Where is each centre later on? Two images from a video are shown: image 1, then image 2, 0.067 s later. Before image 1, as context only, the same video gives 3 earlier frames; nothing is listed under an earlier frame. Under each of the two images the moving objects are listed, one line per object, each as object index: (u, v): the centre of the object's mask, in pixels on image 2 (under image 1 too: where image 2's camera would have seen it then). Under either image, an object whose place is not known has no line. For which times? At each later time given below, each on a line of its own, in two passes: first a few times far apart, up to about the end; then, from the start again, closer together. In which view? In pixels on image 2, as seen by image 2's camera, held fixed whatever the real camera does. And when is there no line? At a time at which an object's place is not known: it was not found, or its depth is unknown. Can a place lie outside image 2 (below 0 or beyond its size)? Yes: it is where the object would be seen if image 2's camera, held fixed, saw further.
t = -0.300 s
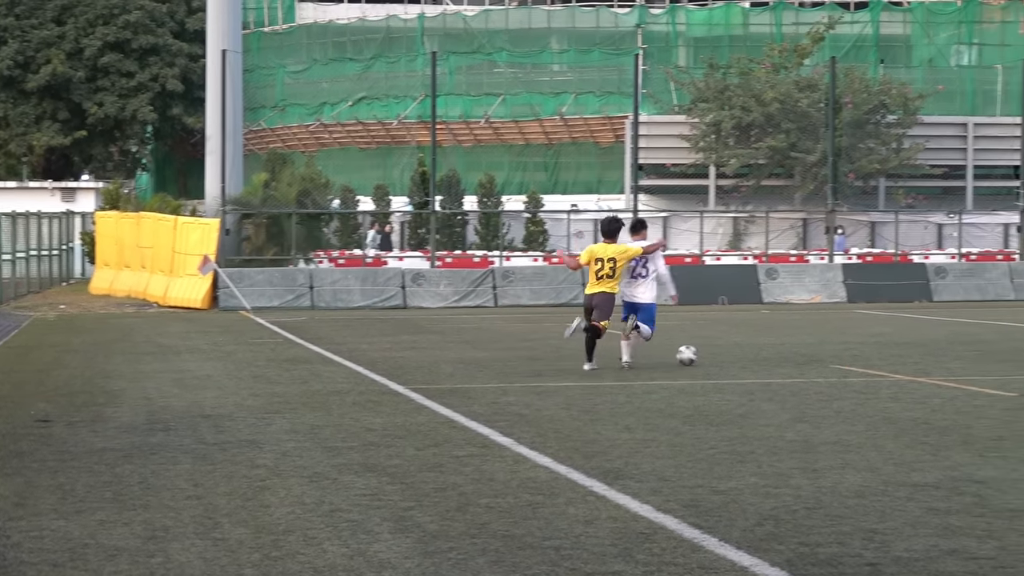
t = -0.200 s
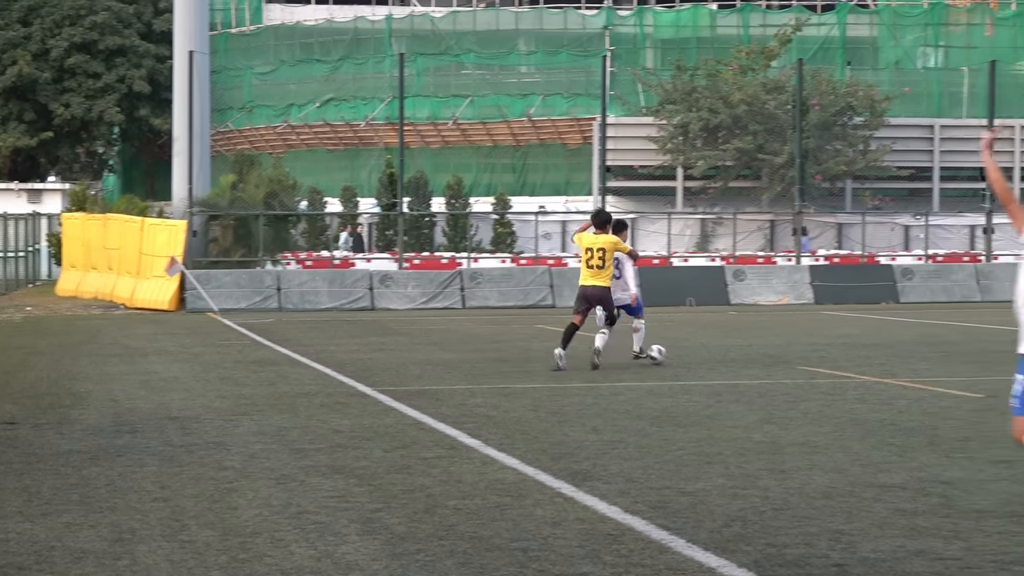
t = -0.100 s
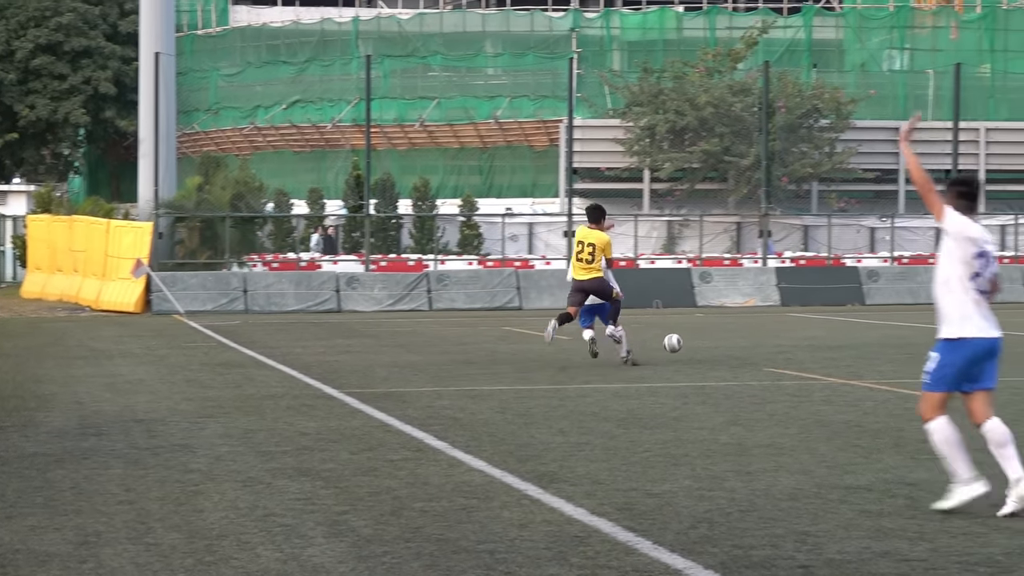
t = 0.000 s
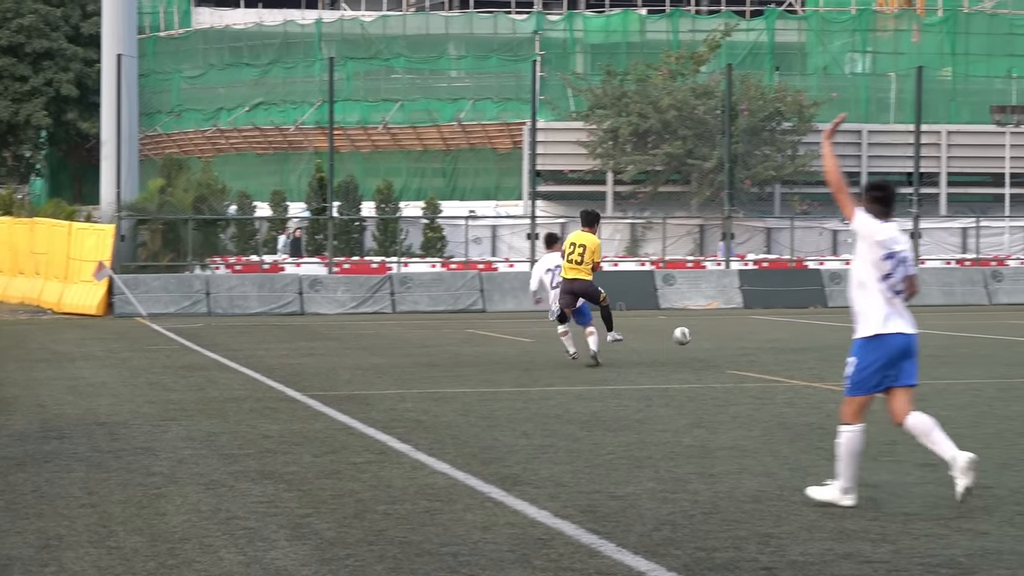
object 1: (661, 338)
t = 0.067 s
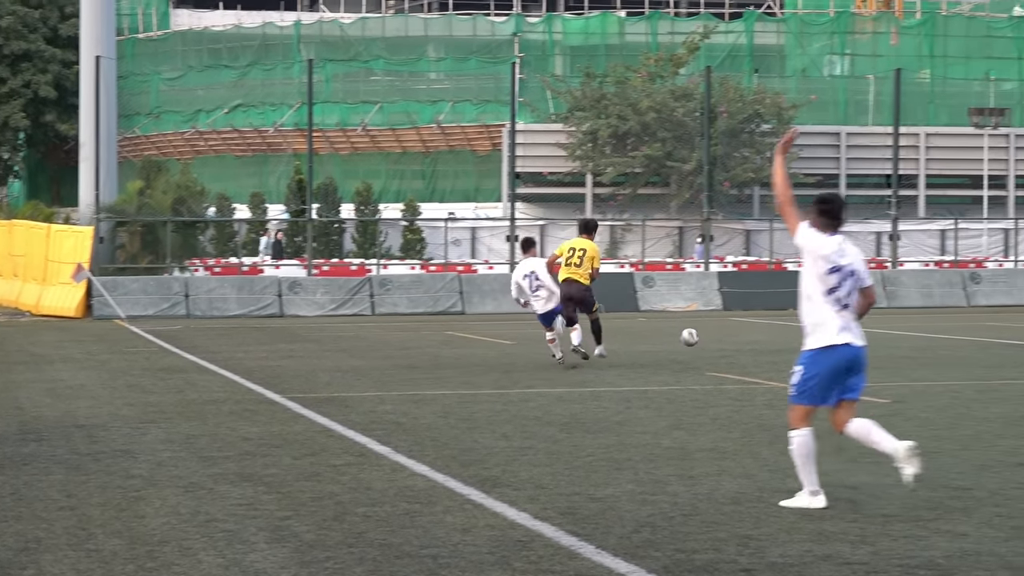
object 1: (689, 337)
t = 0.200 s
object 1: (739, 348)
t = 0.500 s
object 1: (831, 332)
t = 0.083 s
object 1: (696, 338)
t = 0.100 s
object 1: (703, 338)
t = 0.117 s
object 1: (709, 339)
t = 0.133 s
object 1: (716, 340)
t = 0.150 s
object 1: (721, 342)
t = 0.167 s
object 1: (727, 344)
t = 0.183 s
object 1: (734, 345)
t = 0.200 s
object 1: (739, 348)
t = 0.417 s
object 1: (808, 329)
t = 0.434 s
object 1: (813, 329)
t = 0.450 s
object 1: (816, 329)
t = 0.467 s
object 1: (821, 330)
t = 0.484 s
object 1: (826, 330)
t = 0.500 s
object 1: (831, 332)
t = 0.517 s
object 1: (835, 333)
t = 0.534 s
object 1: (839, 334)
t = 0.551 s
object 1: (844, 336)
